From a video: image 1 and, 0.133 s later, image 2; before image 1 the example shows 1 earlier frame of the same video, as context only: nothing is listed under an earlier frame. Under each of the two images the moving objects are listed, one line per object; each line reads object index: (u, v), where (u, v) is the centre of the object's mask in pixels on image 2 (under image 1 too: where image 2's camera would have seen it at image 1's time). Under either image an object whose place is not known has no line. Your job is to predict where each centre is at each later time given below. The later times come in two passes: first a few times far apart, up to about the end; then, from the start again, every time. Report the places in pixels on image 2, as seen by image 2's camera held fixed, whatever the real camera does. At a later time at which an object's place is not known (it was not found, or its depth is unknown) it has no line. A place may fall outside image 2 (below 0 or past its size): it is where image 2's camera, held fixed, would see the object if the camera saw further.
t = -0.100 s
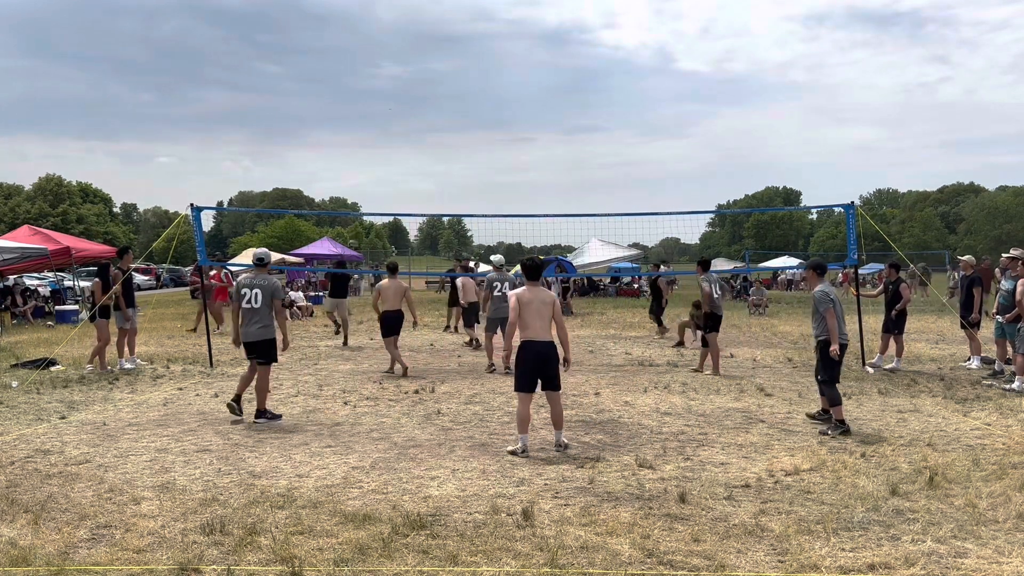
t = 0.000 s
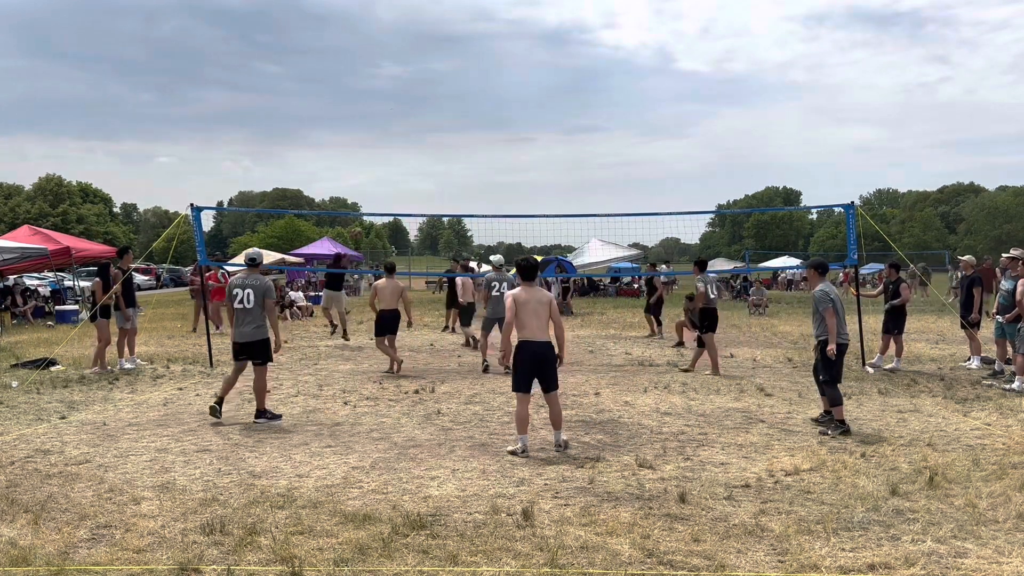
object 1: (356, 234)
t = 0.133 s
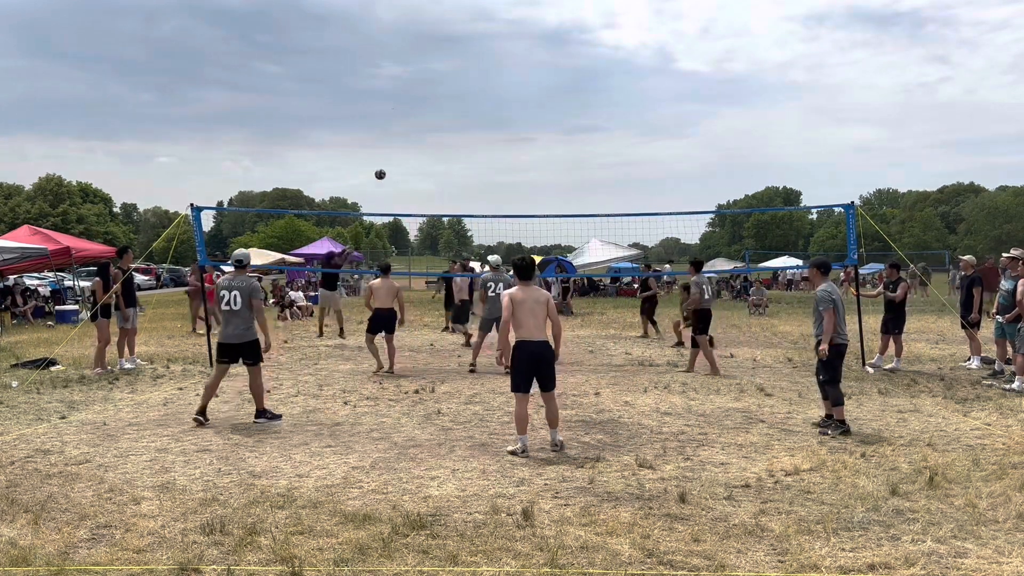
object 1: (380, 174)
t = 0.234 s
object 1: (398, 136)
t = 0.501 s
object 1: (449, 56)
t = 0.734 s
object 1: (500, 17)
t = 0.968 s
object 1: (554, 8)
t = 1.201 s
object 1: (611, 32)
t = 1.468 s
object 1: (678, 100)
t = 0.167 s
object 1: (386, 161)
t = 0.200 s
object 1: (392, 148)
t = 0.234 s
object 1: (398, 136)
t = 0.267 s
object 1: (404, 124)
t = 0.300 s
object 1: (410, 113)
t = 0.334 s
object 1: (417, 102)
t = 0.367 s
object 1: (423, 92)
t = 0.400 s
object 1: (429, 82)
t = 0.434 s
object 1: (436, 73)
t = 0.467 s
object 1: (443, 64)
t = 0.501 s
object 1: (449, 56)
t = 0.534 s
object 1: (456, 49)
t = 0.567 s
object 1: (463, 42)
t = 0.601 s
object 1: (470, 36)
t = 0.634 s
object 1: (477, 30)
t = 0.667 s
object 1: (485, 25)
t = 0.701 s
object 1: (492, 21)
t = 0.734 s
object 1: (500, 17)
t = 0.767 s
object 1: (507, 14)
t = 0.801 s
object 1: (514, 11)
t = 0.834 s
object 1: (522, 9)
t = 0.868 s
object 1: (530, 8)
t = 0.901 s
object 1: (538, 8)
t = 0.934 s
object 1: (546, 8)
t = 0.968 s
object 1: (554, 8)
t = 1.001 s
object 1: (562, 10)
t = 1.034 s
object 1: (570, 12)
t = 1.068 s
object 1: (578, 15)
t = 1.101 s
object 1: (586, 18)
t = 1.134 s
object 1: (594, 22)
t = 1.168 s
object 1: (602, 26)
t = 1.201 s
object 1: (611, 32)
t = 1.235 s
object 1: (619, 38)
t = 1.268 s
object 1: (627, 45)
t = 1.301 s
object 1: (636, 52)
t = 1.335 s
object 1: (644, 60)
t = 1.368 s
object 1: (653, 69)
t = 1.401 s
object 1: (661, 79)
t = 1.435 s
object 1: (670, 89)
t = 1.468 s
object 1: (678, 100)
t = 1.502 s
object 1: (687, 111)
